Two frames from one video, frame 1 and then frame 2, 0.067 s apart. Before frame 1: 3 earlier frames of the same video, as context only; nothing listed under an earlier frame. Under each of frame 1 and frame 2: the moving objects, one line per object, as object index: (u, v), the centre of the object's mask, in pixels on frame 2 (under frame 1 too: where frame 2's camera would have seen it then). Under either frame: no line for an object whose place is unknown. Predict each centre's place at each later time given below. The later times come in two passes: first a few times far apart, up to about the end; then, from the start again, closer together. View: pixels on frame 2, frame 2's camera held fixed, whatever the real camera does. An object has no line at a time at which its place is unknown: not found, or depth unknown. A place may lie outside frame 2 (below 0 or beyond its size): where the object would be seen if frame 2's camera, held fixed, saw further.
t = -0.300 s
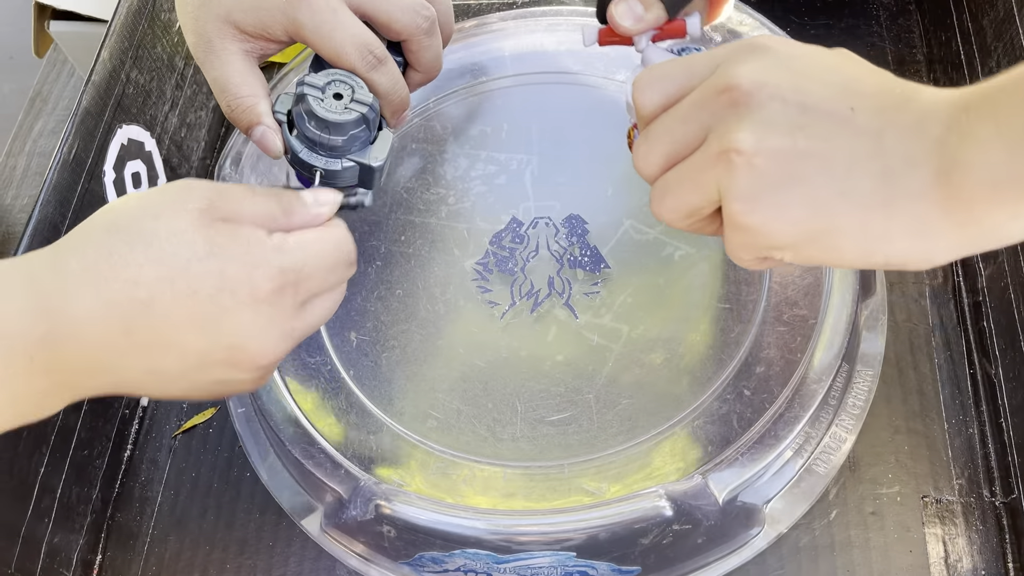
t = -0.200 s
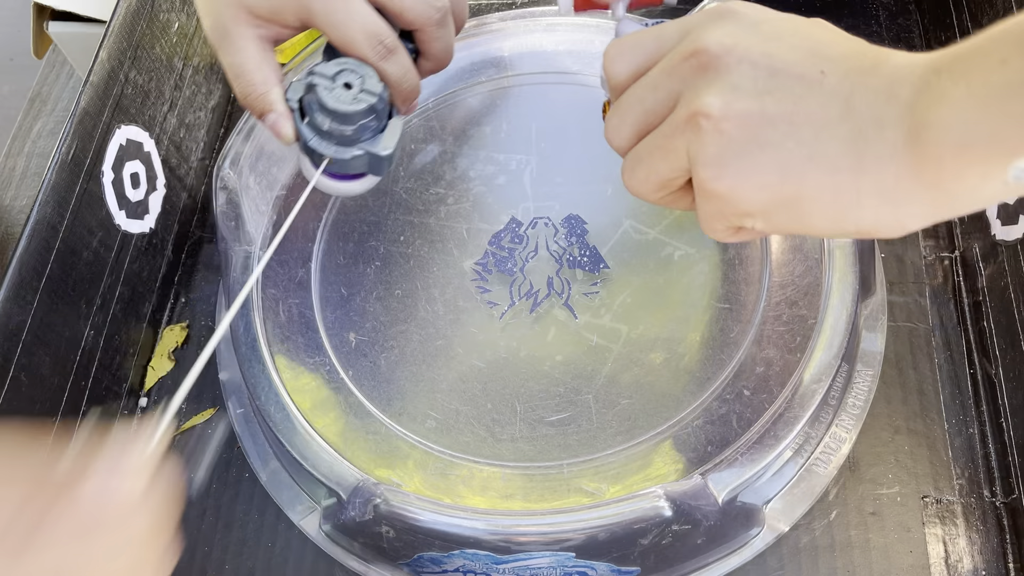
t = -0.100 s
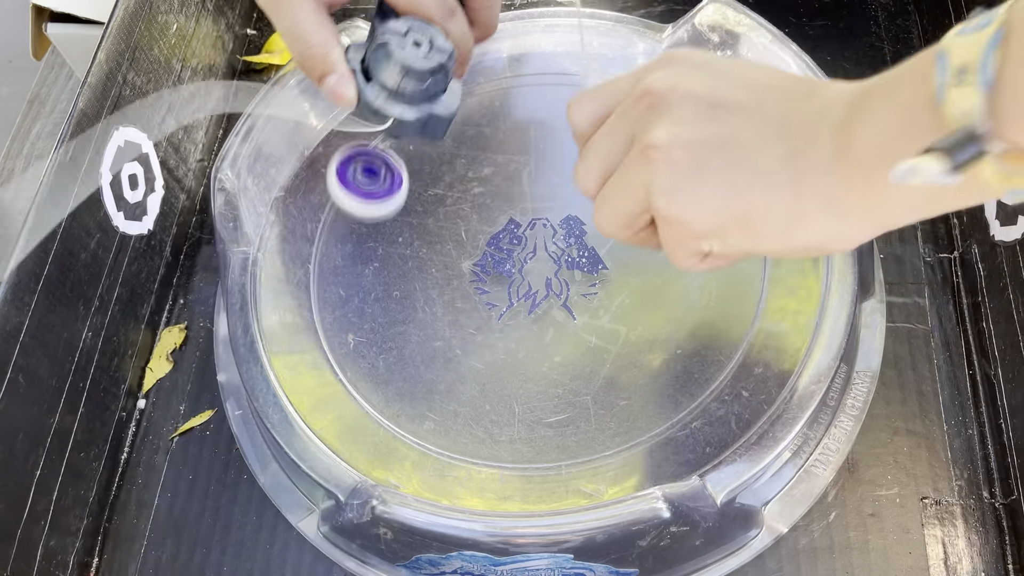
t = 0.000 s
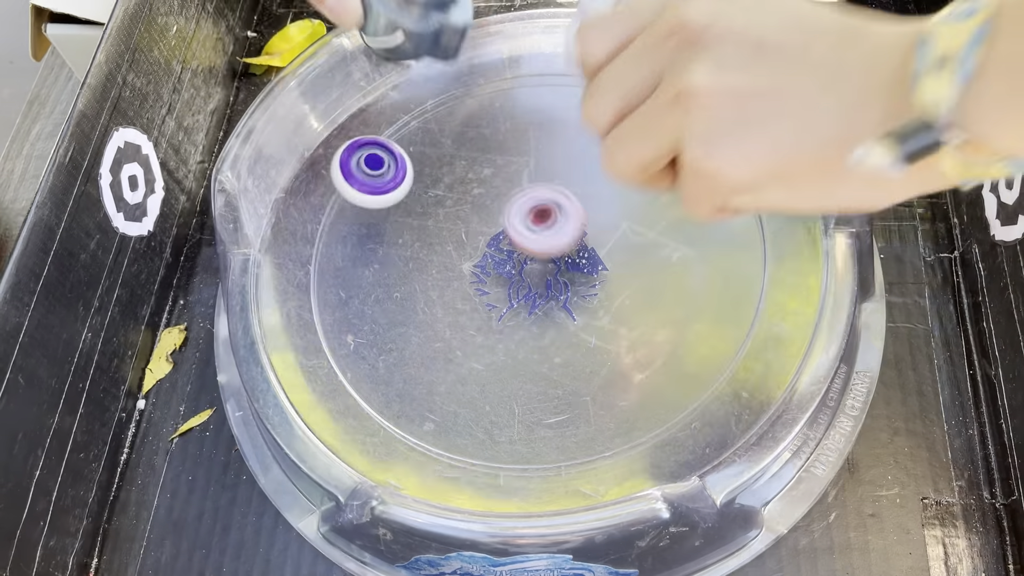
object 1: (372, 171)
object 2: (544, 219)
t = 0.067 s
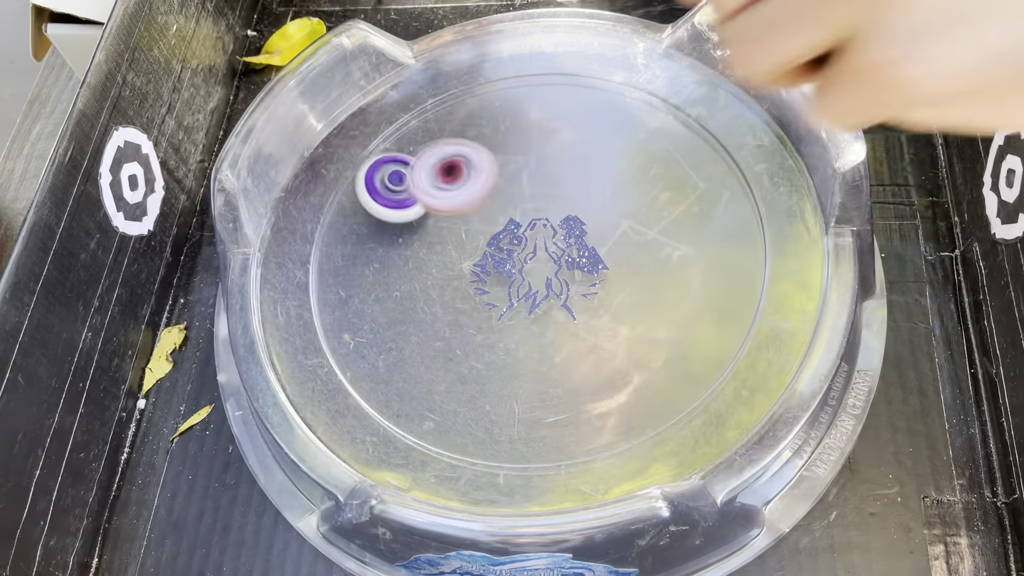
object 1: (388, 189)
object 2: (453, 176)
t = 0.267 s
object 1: (457, 136)
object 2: (280, 223)
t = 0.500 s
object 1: (463, 87)
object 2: (409, 196)
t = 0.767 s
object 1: (464, 134)
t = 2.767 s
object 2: (622, 155)
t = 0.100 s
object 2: (405, 173)
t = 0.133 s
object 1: (424, 158)
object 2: (363, 183)
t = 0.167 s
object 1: (431, 159)
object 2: (328, 204)
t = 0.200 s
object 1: (441, 150)
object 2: (299, 235)
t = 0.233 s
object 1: (451, 144)
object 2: (280, 234)
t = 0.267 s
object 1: (457, 136)
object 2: (280, 223)
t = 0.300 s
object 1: (462, 129)
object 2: (286, 223)
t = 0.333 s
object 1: (465, 122)
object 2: (298, 234)
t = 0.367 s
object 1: (467, 115)
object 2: (312, 225)
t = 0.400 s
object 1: (467, 108)
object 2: (331, 223)
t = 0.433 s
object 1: (467, 101)
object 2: (354, 215)
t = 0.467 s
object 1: (465, 94)
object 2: (380, 207)
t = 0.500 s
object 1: (463, 87)
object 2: (409, 196)
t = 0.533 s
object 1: (461, 89)
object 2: (437, 186)
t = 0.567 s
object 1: (461, 98)
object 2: (464, 178)
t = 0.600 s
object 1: (460, 105)
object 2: (488, 173)
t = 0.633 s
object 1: (460, 112)
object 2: (508, 171)
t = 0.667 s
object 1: (460, 119)
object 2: (525, 171)
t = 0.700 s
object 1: (461, 125)
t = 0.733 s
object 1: (462, 130)
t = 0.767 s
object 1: (464, 134)
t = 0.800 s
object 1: (465, 138)
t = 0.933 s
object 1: (469, 144)
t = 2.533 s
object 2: (651, 155)
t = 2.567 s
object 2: (643, 141)
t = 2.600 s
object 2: (636, 132)
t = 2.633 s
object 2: (631, 129)
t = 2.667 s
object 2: (627, 129)
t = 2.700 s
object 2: (624, 134)
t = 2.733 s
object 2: (622, 144)
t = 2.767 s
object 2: (622, 155)
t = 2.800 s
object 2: (621, 167)
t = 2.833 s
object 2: (588, 170)
